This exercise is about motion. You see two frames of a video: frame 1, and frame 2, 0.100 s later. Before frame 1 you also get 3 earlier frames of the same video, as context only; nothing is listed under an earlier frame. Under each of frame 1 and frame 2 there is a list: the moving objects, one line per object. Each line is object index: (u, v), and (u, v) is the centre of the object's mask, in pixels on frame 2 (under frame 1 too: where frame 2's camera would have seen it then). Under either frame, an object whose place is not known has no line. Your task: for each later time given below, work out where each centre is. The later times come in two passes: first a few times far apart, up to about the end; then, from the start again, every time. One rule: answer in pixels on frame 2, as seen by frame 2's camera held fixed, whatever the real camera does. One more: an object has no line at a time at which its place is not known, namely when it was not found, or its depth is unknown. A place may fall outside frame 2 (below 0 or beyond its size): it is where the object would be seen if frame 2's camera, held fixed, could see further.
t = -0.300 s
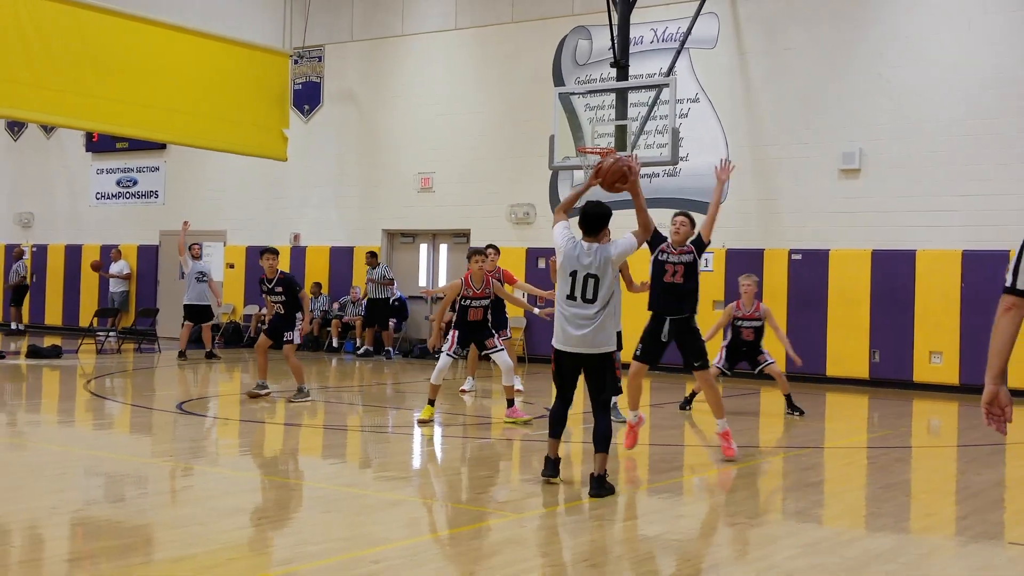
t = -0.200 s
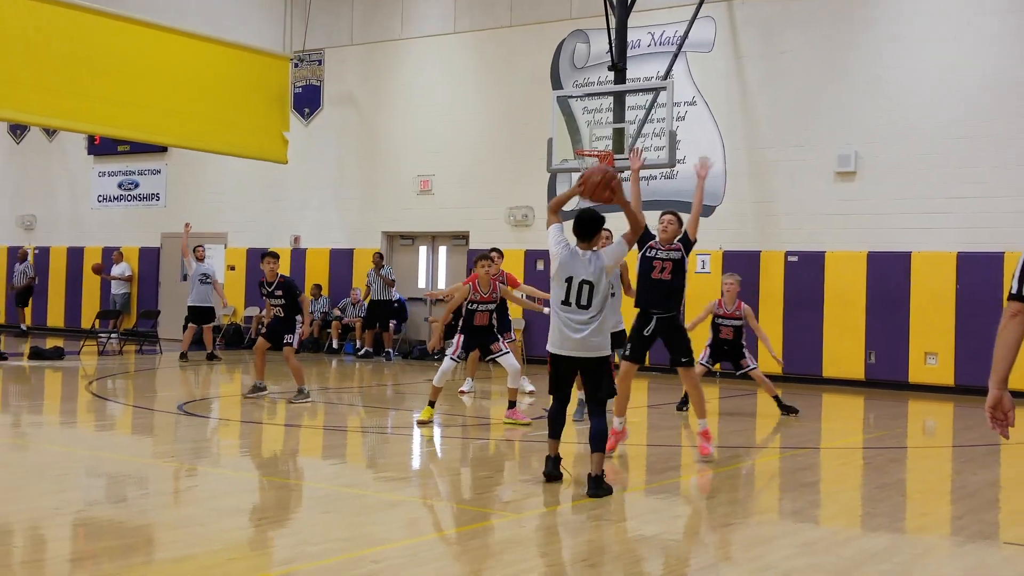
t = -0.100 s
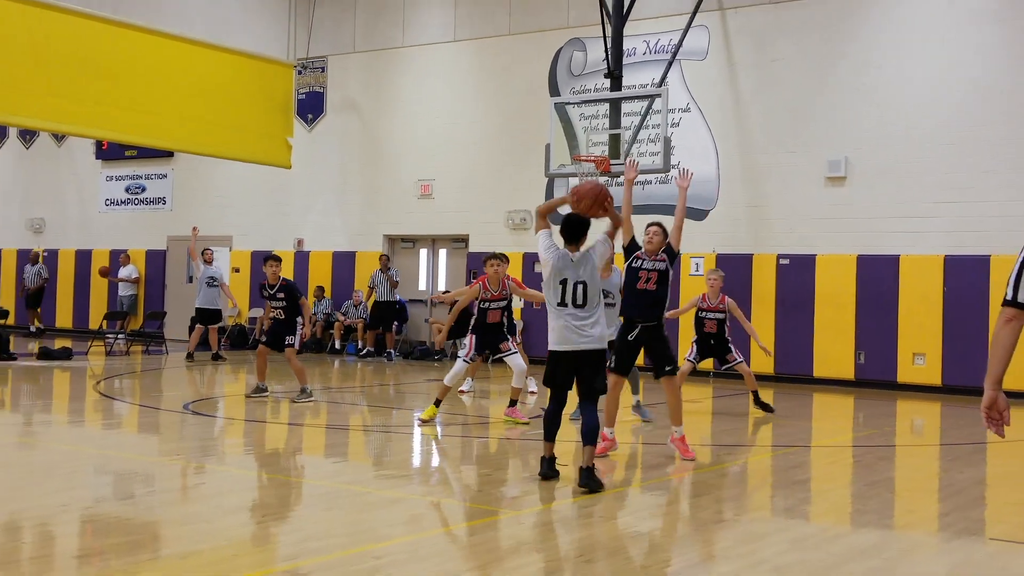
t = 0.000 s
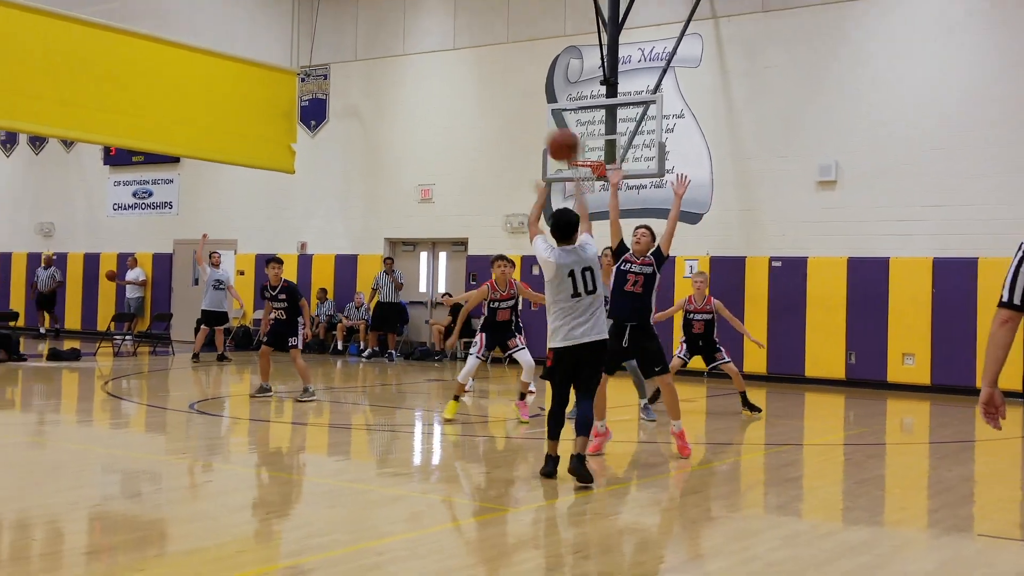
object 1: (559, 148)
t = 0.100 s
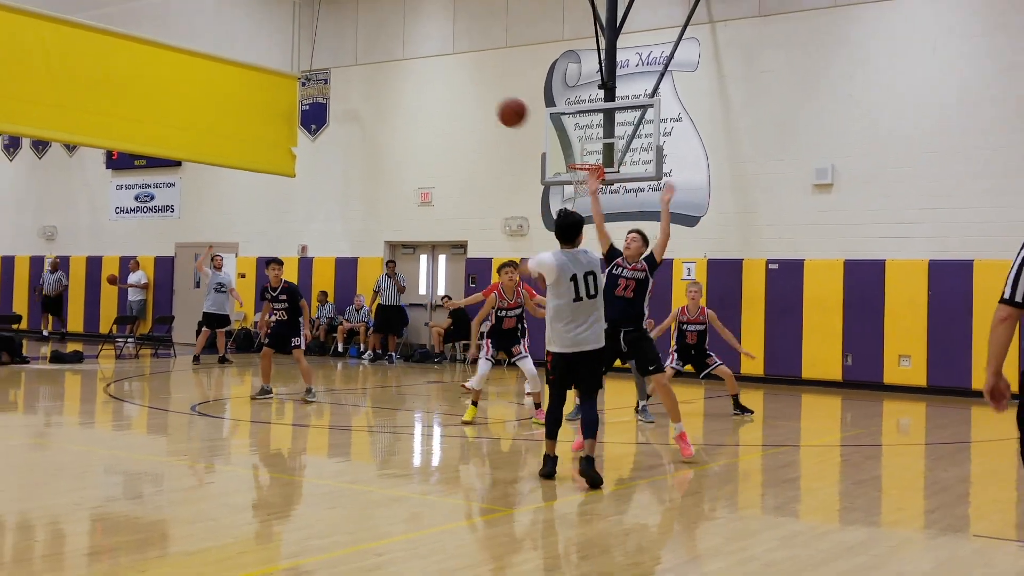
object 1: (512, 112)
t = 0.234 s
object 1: (460, 91)
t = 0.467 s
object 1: (391, 99)
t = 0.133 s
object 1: (498, 104)
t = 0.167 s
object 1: (484, 98)
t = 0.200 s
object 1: (472, 94)
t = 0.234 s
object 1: (460, 91)
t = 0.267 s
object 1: (449, 89)
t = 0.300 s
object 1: (438, 88)
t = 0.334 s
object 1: (428, 89)
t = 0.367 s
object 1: (418, 90)
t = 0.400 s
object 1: (408, 93)
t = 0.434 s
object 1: (399, 95)
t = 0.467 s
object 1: (391, 99)
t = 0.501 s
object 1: (383, 104)
